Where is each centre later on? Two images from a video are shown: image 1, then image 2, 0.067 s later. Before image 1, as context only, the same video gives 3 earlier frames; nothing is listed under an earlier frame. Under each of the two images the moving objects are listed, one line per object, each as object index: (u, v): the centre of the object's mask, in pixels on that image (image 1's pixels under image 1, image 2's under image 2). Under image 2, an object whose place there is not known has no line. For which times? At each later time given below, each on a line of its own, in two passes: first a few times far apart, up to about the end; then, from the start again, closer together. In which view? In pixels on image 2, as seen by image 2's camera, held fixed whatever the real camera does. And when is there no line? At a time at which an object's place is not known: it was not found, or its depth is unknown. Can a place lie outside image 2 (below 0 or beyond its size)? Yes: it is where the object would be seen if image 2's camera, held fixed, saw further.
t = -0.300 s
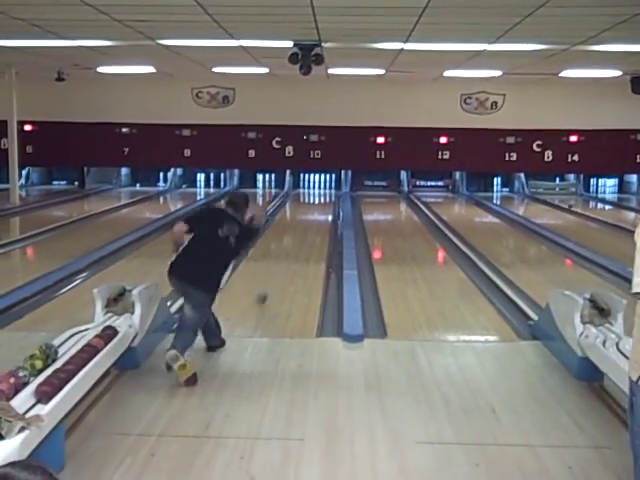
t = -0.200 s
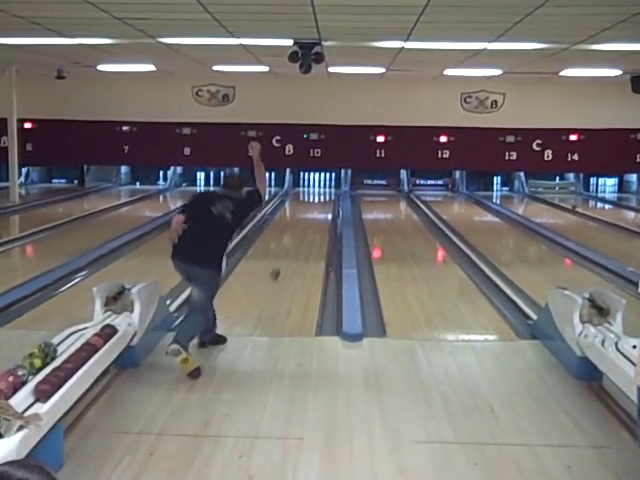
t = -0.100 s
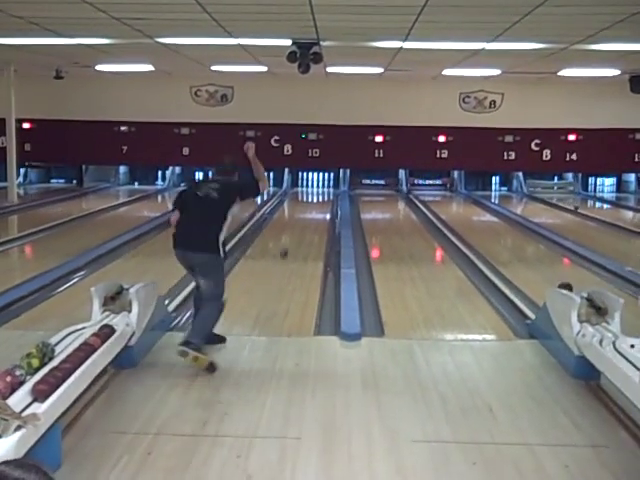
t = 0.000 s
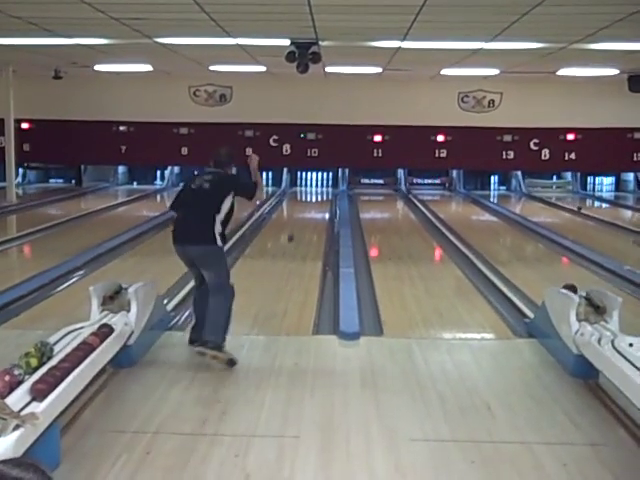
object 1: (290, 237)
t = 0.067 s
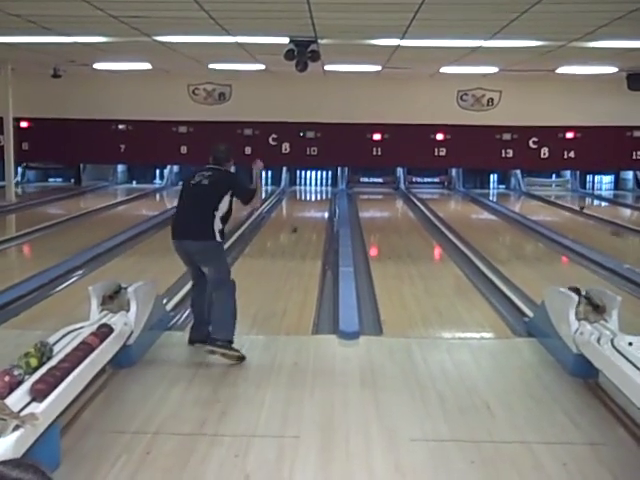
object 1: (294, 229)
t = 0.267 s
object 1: (303, 211)
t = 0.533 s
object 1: (312, 197)
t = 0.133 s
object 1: (297, 223)
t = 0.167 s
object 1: (298, 219)
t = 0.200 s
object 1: (300, 216)
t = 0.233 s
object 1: (301, 213)
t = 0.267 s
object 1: (303, 211)
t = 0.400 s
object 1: (307, 202)
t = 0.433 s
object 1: (307, 200)
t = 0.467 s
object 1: (307, 198)
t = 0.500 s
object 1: (308, 196)
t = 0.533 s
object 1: (312, 197)
